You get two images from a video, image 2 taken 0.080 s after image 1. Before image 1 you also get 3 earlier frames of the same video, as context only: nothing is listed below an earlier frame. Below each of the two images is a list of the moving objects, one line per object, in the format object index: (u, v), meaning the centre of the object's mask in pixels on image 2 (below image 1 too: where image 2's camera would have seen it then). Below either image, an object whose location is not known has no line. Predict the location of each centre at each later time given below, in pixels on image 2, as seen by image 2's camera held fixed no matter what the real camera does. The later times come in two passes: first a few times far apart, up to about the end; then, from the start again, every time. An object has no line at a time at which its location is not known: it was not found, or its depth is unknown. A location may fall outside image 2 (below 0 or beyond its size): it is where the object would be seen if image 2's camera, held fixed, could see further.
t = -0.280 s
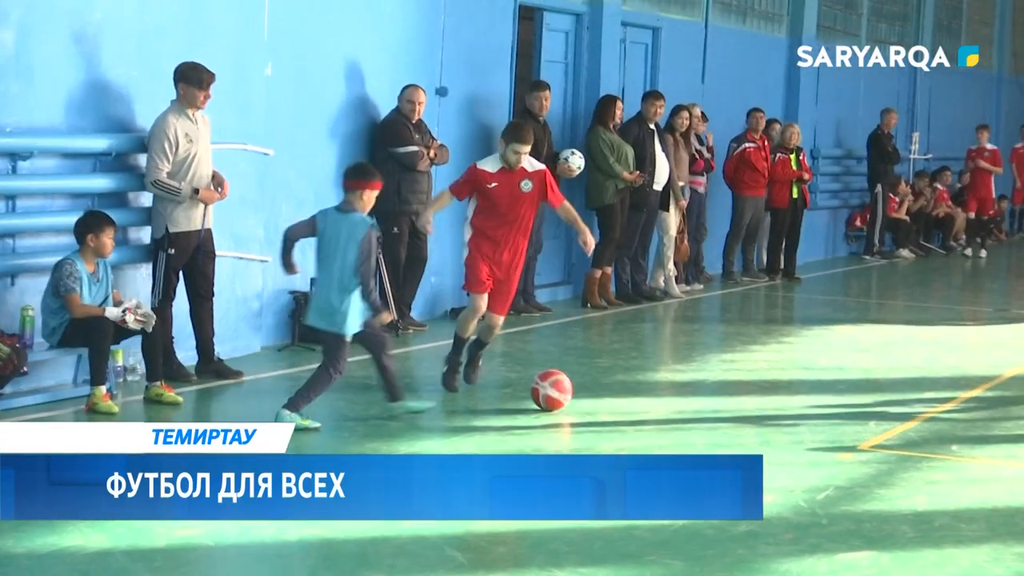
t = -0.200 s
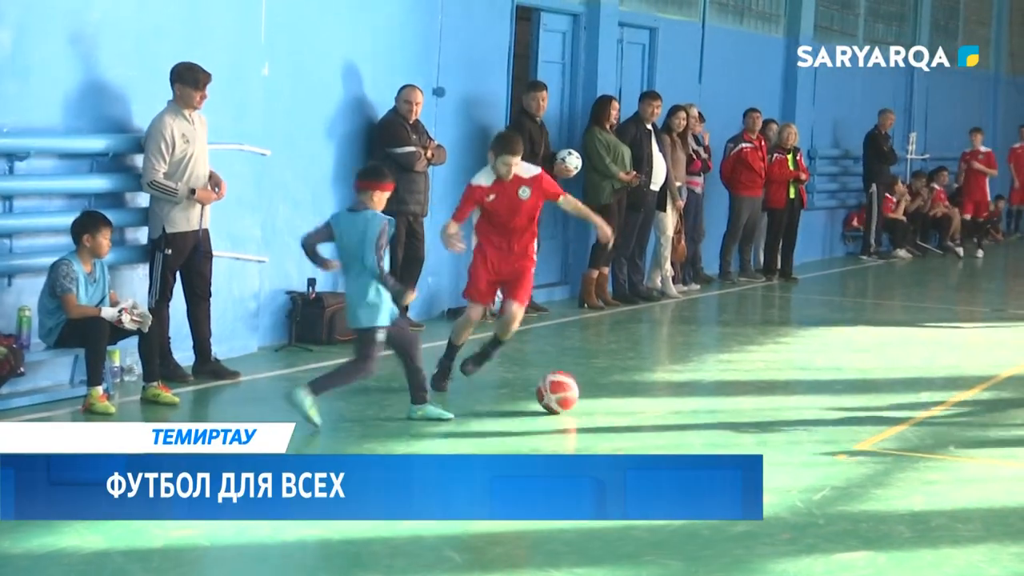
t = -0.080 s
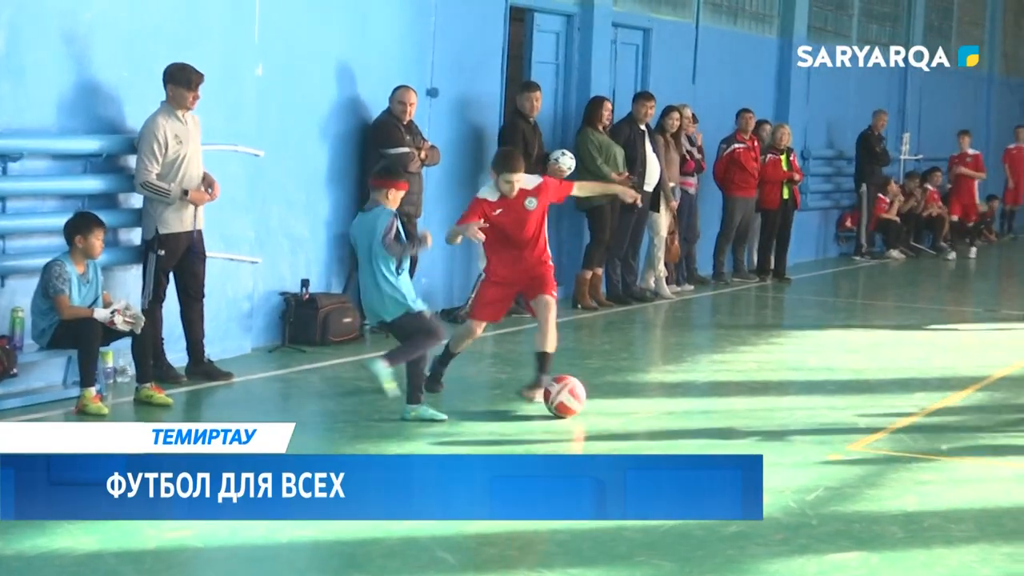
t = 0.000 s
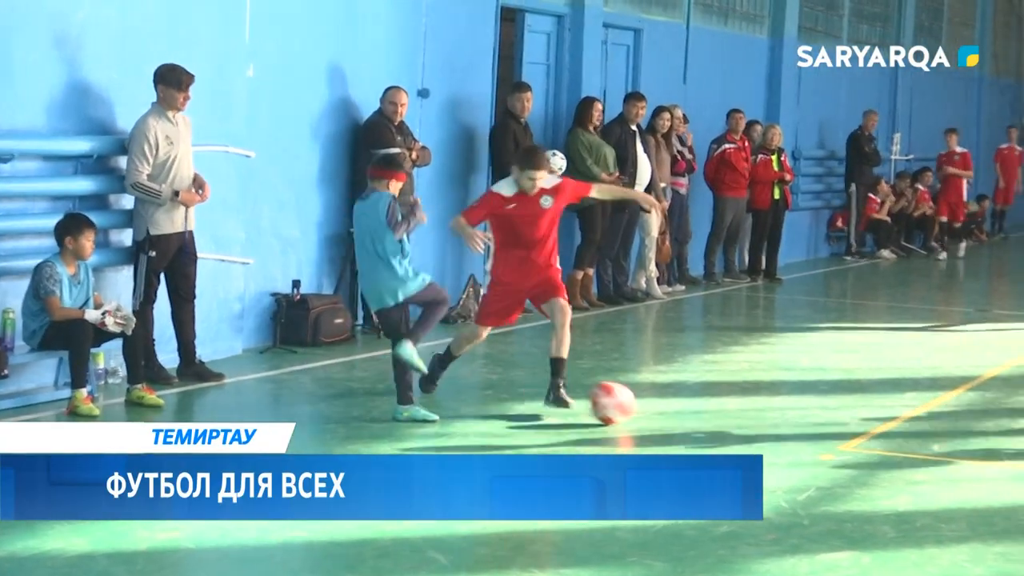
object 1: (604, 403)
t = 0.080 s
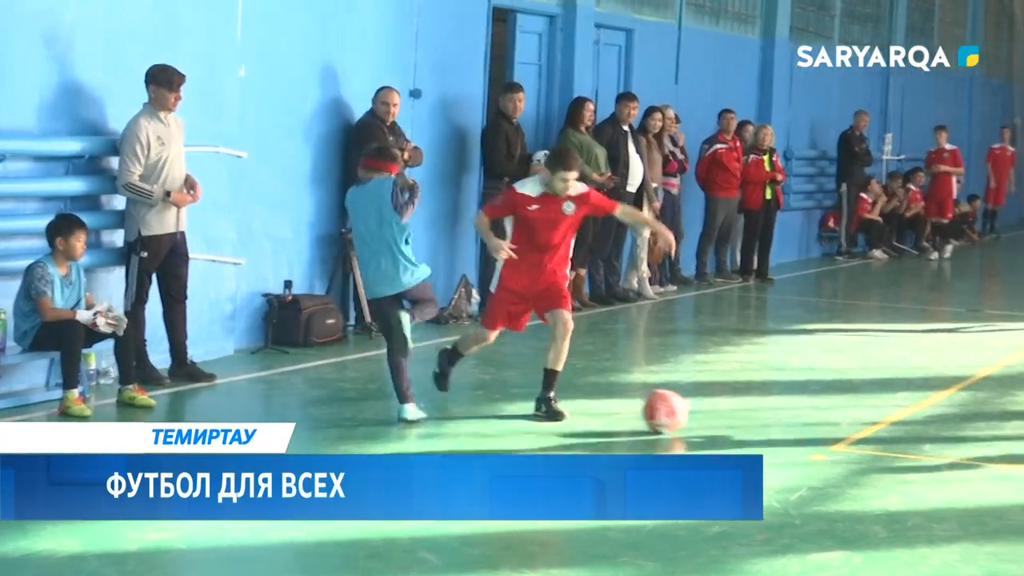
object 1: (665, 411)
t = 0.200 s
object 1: (745, 420)
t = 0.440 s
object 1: (888, 438)
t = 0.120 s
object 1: (692, 414)
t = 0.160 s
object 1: (719, 417)
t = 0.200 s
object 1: (745, 420)
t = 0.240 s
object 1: (771, 424)
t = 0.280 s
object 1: (794, 427)
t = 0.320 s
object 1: (817, 430)
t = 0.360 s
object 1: (839, 433)
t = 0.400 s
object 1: (864, 434)
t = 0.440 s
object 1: (888, 438)
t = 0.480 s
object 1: (913, 441)
